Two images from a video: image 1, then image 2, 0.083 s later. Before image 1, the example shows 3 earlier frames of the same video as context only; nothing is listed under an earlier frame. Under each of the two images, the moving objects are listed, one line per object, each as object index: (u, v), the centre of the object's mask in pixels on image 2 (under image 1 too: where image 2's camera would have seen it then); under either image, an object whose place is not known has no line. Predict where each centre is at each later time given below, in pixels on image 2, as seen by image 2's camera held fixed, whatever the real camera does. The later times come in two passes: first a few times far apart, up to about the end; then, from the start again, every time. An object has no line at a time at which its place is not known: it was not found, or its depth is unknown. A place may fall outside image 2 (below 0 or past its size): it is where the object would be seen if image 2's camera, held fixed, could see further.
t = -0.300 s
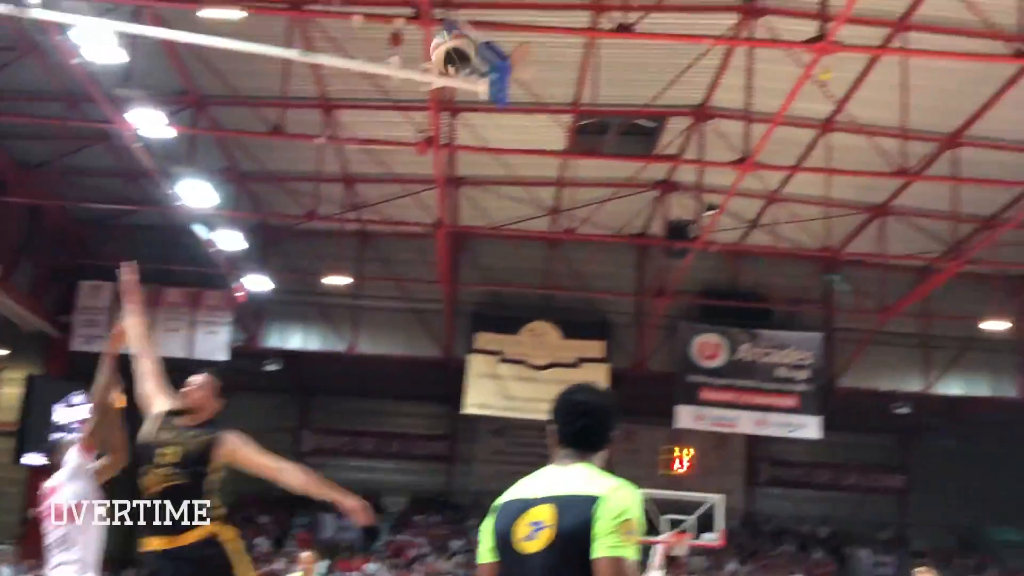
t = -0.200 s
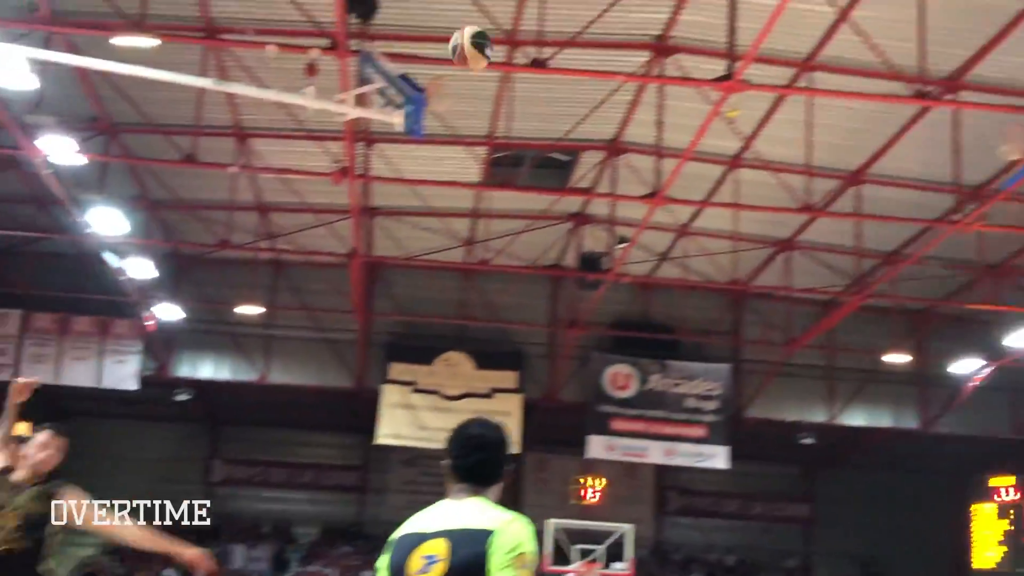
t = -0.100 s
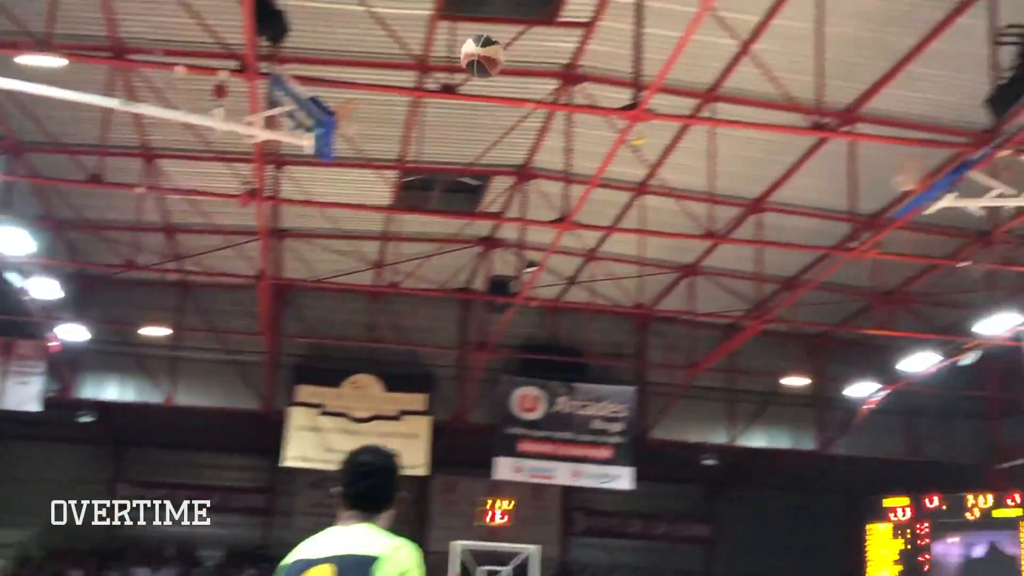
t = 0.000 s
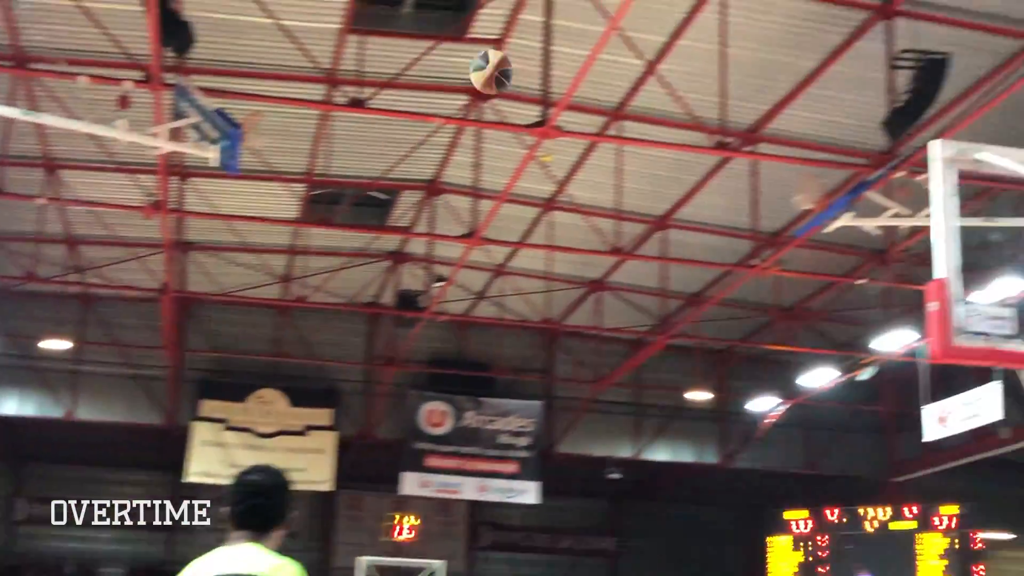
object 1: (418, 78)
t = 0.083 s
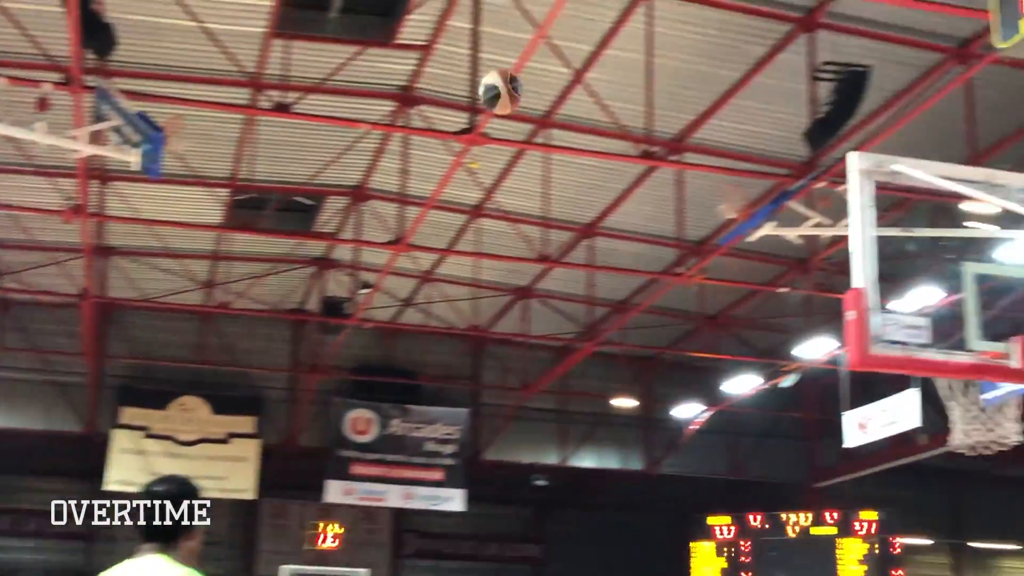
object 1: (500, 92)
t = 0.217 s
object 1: (633, 135)
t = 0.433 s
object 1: (841, 268)
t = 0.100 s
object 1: (516, 96)
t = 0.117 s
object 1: (533, 101)
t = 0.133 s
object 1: (550, 105)
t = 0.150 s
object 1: (566, 111)
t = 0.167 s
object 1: (583, 115)
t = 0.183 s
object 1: (600, 122)
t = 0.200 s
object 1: (616, 128)
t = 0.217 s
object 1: (633, 135)
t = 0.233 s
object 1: (649, 143)
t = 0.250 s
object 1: (666, 150)
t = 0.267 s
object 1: (683, 158)
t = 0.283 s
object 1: (699, 167)
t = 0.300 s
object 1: (716, 175)
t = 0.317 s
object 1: (734, 188)
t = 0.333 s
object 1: (749, 195)
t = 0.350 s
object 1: (766, 205)
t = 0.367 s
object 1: (784, 217)
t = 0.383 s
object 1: (800, 228)
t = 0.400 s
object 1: (819, 242)
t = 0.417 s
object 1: (831, 254)
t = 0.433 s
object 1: (841, 268)
